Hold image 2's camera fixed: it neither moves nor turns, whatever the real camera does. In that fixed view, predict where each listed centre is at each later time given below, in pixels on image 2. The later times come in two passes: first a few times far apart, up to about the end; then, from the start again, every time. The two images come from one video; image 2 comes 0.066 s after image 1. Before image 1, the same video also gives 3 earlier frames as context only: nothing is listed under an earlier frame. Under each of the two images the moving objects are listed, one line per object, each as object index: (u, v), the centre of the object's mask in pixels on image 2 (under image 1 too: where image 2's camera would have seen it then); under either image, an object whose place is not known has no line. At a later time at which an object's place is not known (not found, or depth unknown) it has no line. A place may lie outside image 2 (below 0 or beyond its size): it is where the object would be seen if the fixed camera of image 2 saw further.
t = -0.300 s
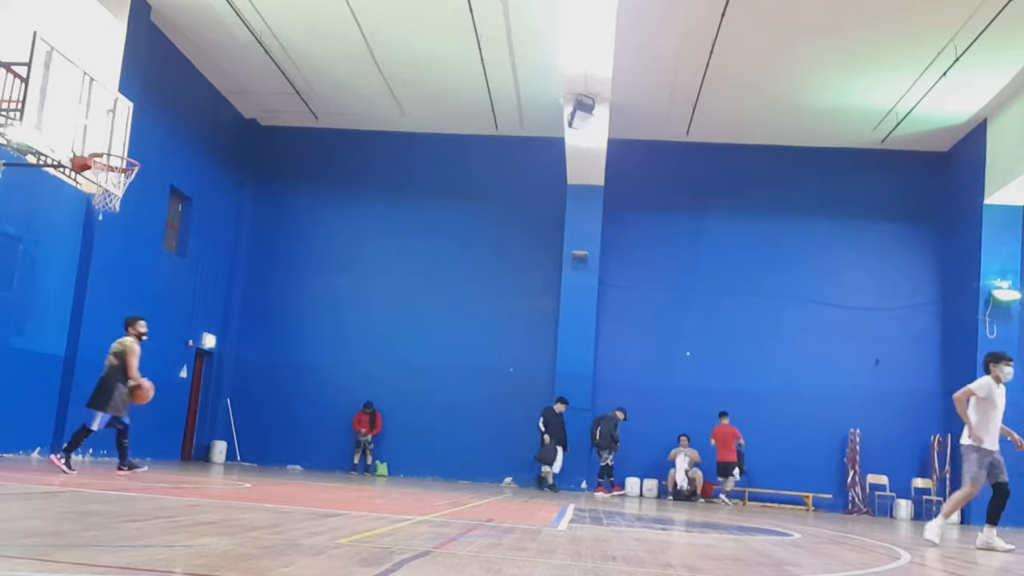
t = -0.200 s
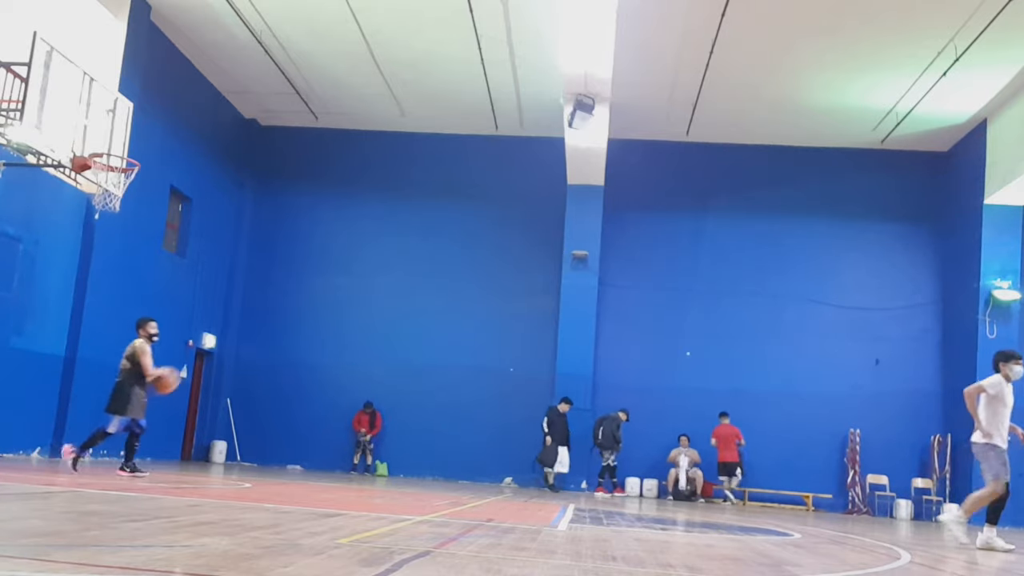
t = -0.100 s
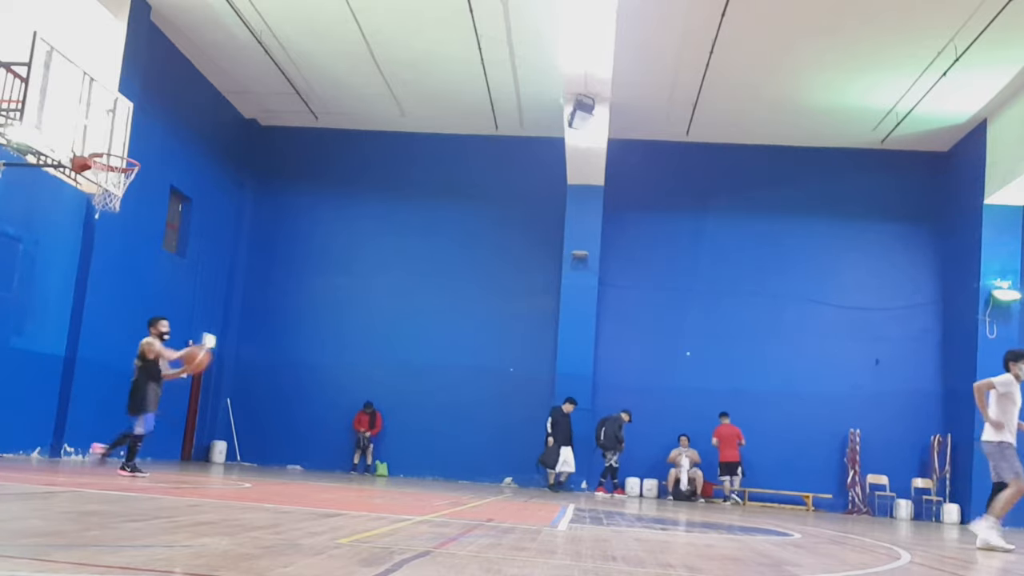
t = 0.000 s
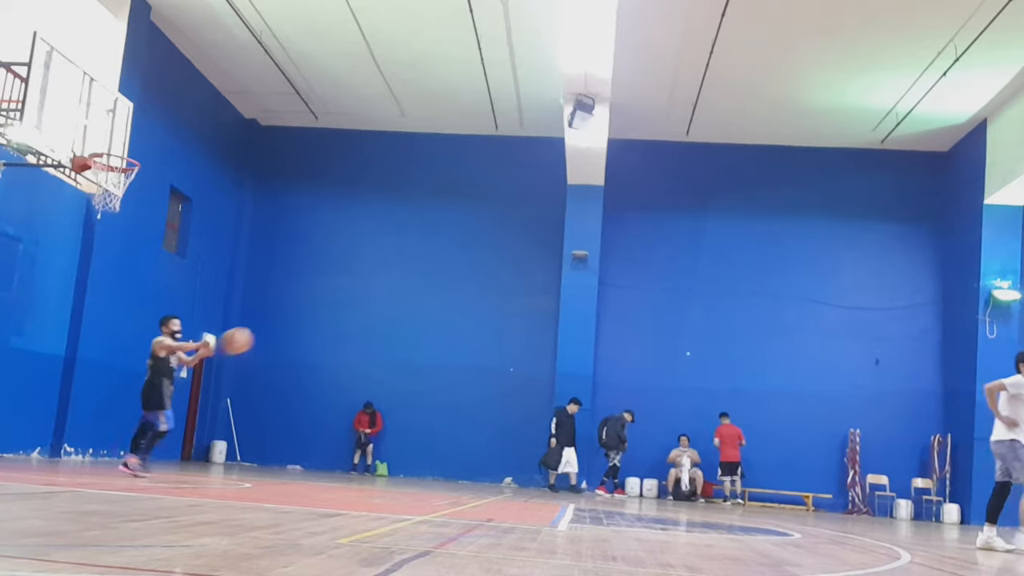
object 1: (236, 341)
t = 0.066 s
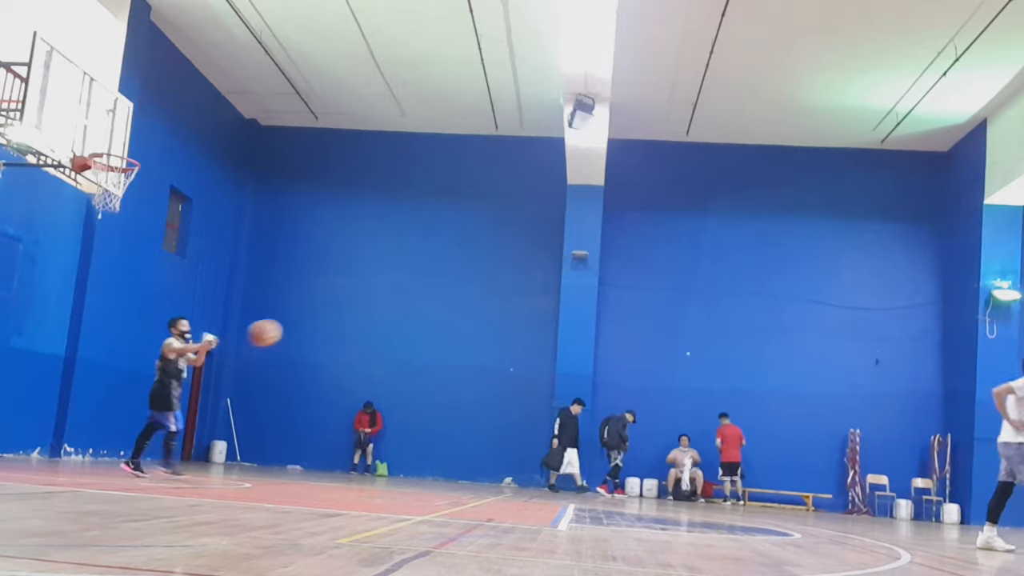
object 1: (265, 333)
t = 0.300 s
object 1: (376, 343)
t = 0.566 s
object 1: (542, 459)
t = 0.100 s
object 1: (279, 330)
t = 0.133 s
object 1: (294, 329)
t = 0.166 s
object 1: (310, 329)
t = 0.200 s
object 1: (325, 330)
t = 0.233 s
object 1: (341, 333)
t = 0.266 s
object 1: (358, 337)
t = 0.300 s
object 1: (376, 343)
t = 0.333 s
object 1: (393, 350)
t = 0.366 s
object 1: (412, 359)
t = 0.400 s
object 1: (432, 369)
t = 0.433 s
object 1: (452, 382)
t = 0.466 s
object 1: (473, 398)
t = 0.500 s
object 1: (495, 415)
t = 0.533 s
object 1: (519, 436)
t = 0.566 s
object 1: (542, 459)
